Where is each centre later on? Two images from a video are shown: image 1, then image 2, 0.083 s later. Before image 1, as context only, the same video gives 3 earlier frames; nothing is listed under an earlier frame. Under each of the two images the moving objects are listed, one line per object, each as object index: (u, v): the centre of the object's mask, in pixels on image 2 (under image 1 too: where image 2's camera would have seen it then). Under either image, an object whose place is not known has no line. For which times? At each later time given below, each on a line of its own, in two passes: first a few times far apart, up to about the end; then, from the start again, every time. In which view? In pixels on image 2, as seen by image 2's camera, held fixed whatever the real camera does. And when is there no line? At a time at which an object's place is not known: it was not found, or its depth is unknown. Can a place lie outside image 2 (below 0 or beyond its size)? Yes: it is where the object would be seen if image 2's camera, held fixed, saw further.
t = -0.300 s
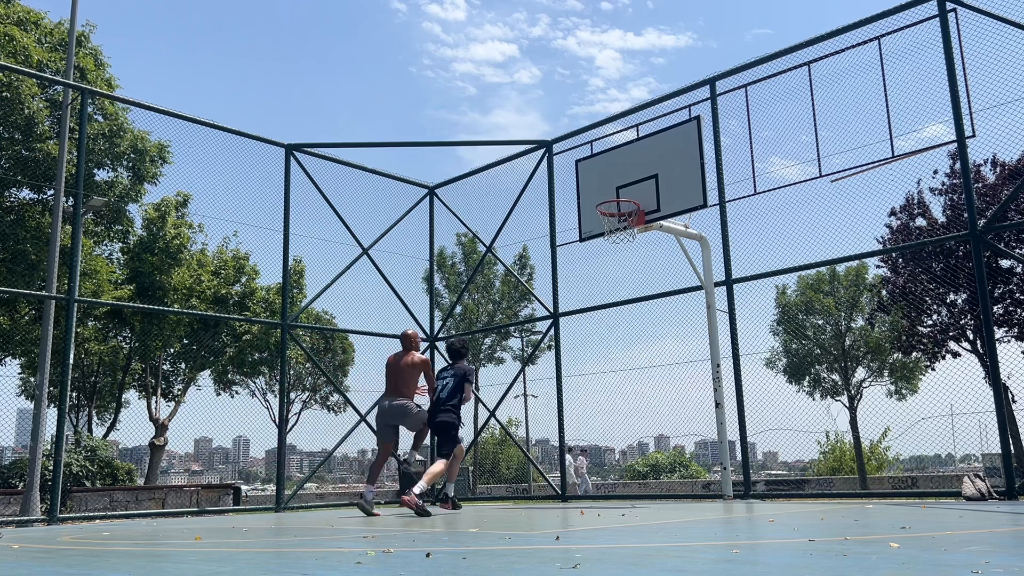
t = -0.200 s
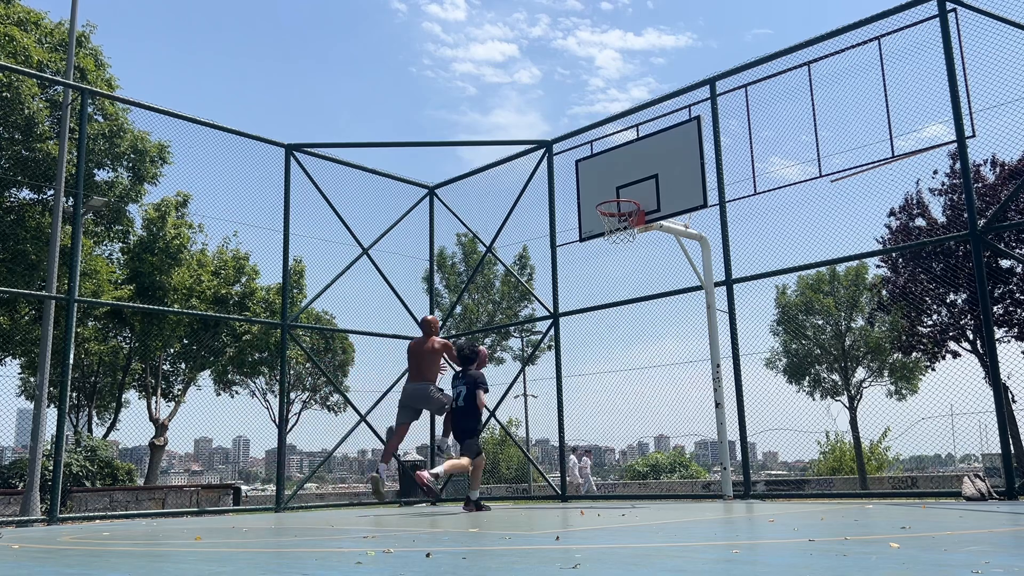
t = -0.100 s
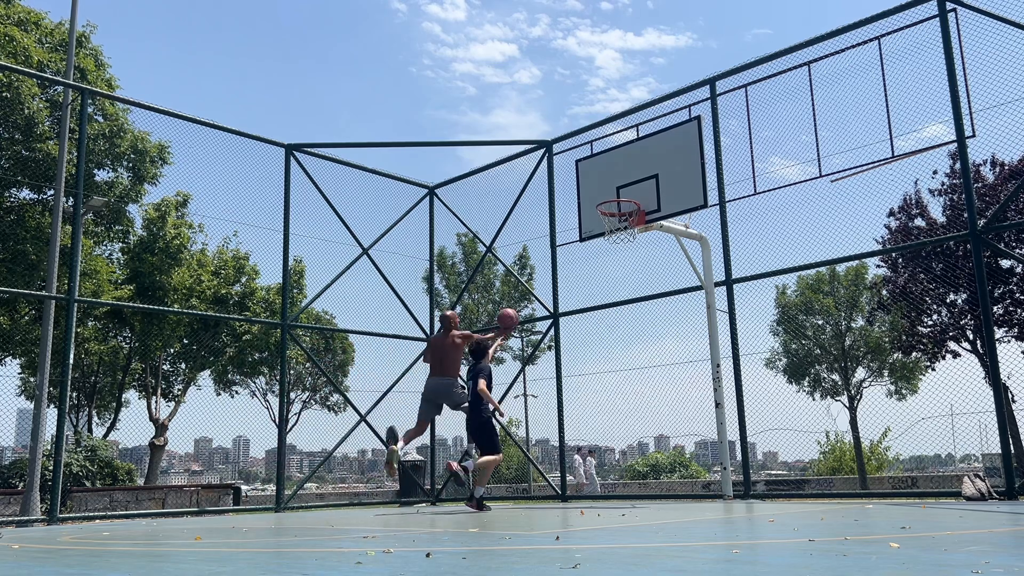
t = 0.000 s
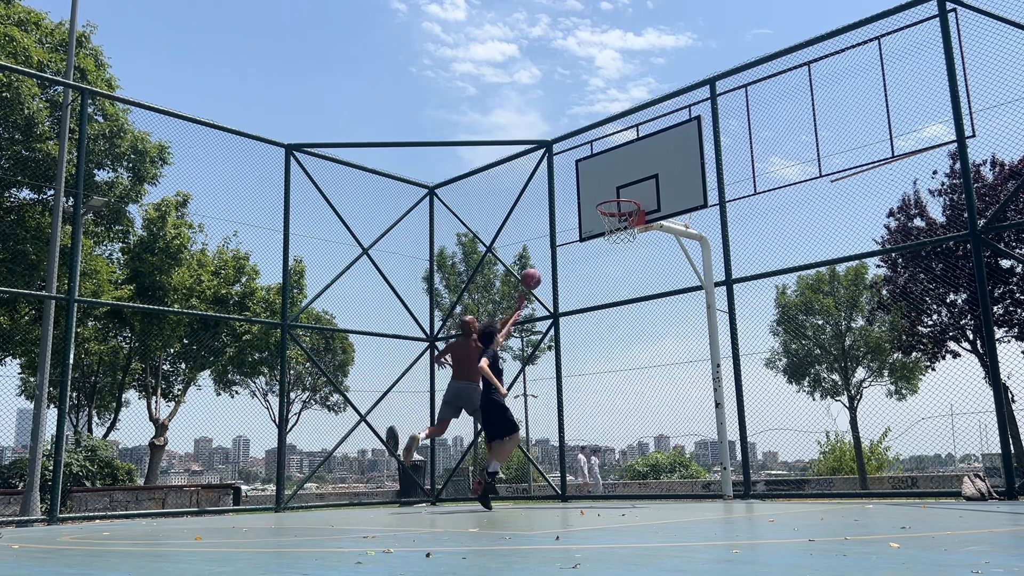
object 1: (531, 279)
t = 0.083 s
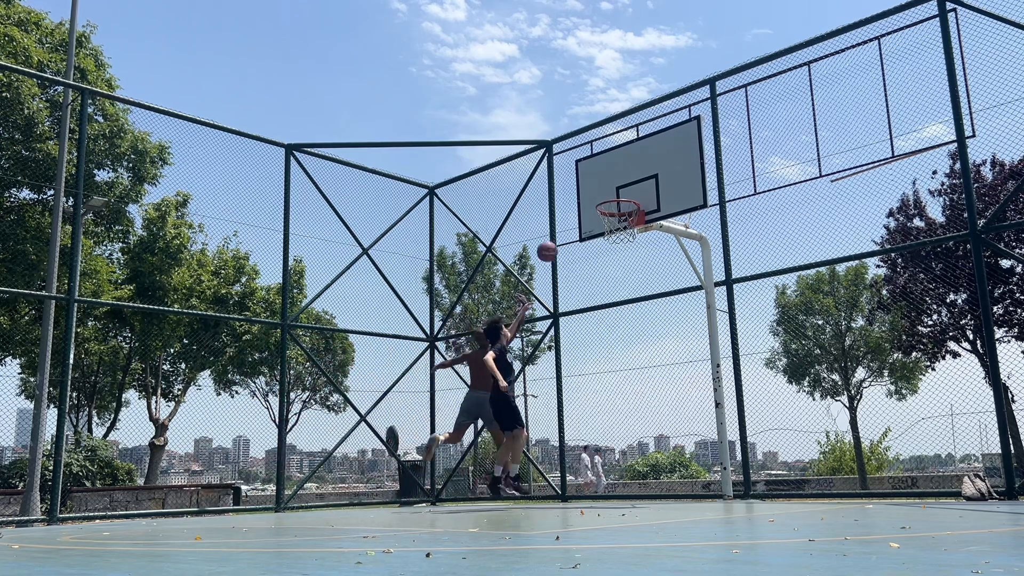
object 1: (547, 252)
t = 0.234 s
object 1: (577, 217)
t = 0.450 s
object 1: (608, 194)
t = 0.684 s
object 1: (610, 200)
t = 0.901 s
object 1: (625, 222)
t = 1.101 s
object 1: (630, 274)
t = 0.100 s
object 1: (551, 246)
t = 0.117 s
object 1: (554, 242)
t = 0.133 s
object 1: (557, 238)
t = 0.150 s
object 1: (561, 233)
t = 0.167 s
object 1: (564, 230)
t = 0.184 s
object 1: (567, 227)
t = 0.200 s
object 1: (570, 223)
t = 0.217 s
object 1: (573, 220)
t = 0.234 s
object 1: (577, 217)
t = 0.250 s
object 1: (580, 214)
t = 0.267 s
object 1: (584, 212)
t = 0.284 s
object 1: (586, 210)
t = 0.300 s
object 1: (589, 208)
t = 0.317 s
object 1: (592, 206)
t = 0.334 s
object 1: (594, 203)
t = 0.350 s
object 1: (598, 201)
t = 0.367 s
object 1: (601, 199)
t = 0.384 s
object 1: (604, 197)
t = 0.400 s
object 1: (610, 199)
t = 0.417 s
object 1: (608, 195)
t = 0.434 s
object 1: (608, 194)
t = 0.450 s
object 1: (608, 194)
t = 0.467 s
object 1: (607, 194)
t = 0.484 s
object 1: (607, 193)
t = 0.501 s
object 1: (607, 193)
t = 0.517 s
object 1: (607, 193)
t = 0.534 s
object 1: (606, 193)
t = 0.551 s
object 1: (606, 193)
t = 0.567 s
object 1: (606, 193)
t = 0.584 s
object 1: (606, 195)
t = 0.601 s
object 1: (605, 195)
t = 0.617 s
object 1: (605, 197)
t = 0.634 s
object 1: (605, 199)
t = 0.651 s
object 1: (605, 200)
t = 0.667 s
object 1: (607, 200)
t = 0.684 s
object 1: (610, 200)
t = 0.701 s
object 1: (611, 200)
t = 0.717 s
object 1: (614, 201)
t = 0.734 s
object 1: (616, 203)
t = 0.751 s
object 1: (619, 204)
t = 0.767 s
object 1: (621, 204)
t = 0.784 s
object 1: (624, 207)
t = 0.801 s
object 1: (625, 208)
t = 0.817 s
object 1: (625, 209)
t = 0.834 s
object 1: (625, 211)
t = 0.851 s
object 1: (625, 214)
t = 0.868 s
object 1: (626, 216)
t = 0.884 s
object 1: (626, 218)
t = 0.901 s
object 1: (625, 222)
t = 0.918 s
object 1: (626, 225)
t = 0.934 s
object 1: (627, 229)
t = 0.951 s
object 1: (627, 233)
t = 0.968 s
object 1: (628, 238)
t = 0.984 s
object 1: (628, 241)
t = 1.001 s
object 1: (628, 244)
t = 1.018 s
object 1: (628, 248)
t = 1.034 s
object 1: (628, 253)
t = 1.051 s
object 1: (629, 258)
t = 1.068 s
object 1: (629, 263)
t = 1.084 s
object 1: (629, 268)
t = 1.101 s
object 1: (630, 274)
